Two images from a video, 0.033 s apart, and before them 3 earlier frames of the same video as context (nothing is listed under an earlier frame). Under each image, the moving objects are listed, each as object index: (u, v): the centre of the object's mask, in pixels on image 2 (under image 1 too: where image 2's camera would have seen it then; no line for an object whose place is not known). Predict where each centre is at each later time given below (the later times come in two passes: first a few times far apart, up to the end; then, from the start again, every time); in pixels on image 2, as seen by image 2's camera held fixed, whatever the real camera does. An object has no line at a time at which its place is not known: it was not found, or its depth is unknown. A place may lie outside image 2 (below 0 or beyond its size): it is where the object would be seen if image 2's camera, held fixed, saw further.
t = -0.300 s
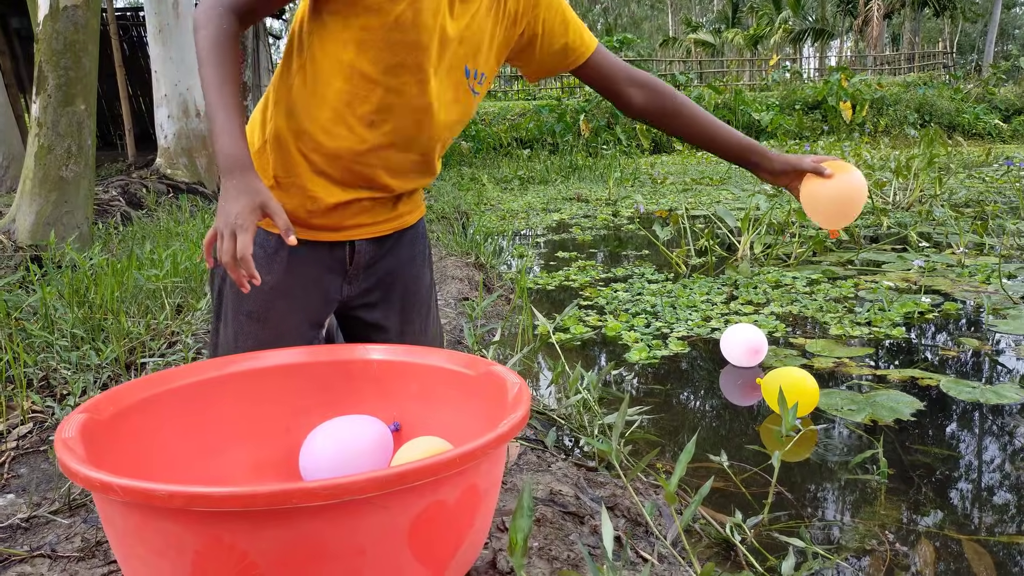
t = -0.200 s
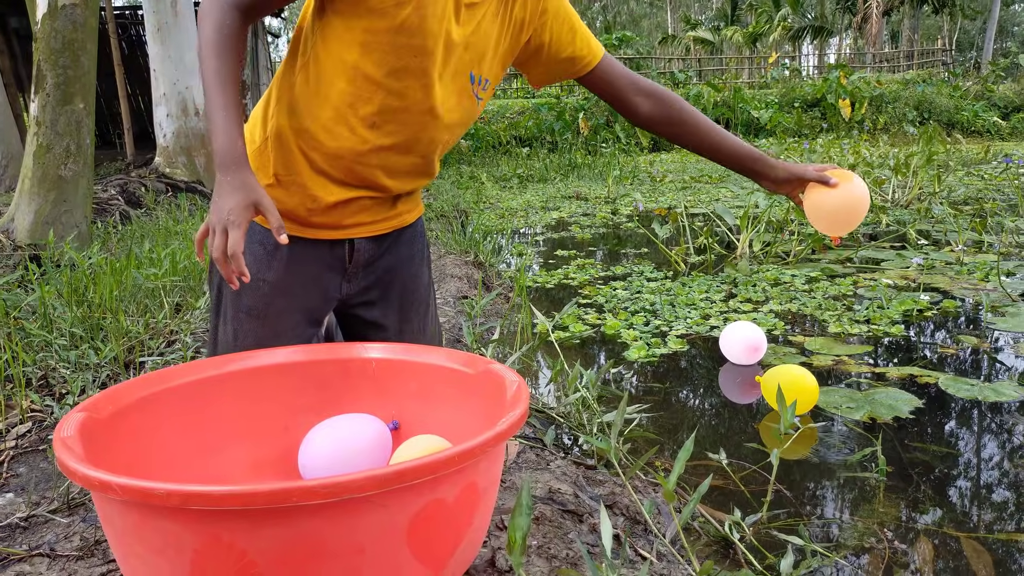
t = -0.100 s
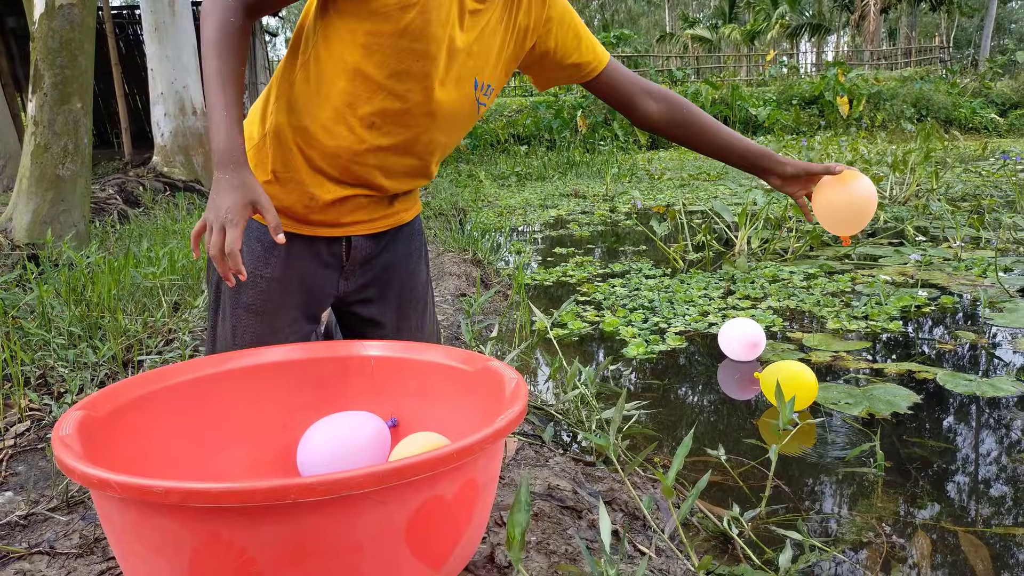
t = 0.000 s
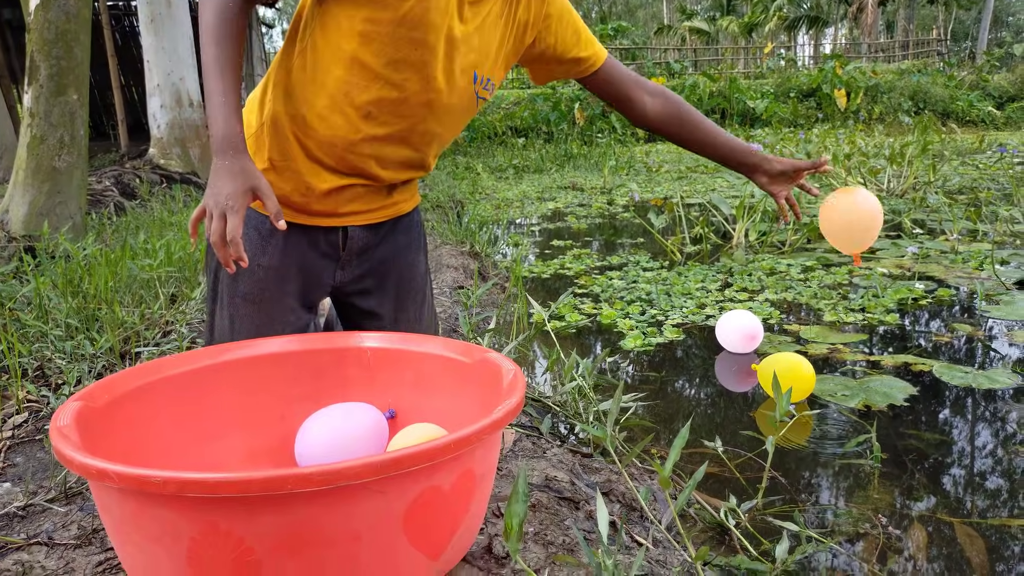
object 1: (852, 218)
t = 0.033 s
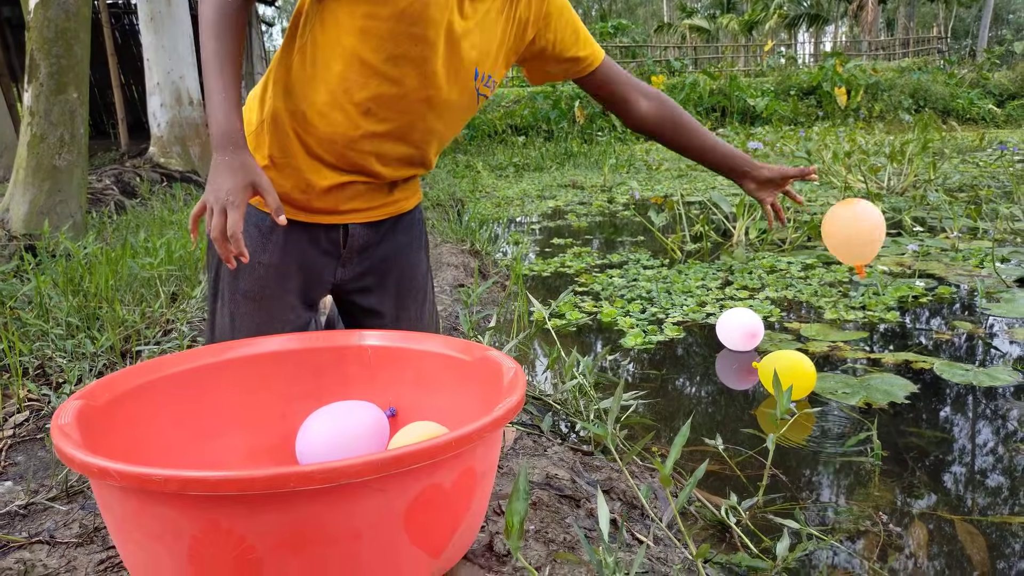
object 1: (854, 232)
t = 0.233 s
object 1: (867, 369)
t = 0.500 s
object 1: (879, 415)
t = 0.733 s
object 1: (878, 415)
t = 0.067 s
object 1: (856, 249)
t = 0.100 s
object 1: (859, 269)
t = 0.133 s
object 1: (860, 291)
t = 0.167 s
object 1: (862, 315)
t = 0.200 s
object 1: (865, 342)
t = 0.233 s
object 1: (867, 369)
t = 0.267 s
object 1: (870, 397)
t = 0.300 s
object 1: (874, 414)
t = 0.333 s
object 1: (875, 415)
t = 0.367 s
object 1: (876, 416)
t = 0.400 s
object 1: (877, 415)
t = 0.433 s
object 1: (878, 415)
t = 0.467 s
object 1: (879, 415)
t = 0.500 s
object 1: (879, 415)
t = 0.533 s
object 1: (879, 415)
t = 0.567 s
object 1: (879, 415)
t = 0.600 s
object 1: (879, 415)
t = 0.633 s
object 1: (879, 415)
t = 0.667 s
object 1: (878, 415)
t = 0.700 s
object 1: (878, 415)
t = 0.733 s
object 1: (878, 415)
